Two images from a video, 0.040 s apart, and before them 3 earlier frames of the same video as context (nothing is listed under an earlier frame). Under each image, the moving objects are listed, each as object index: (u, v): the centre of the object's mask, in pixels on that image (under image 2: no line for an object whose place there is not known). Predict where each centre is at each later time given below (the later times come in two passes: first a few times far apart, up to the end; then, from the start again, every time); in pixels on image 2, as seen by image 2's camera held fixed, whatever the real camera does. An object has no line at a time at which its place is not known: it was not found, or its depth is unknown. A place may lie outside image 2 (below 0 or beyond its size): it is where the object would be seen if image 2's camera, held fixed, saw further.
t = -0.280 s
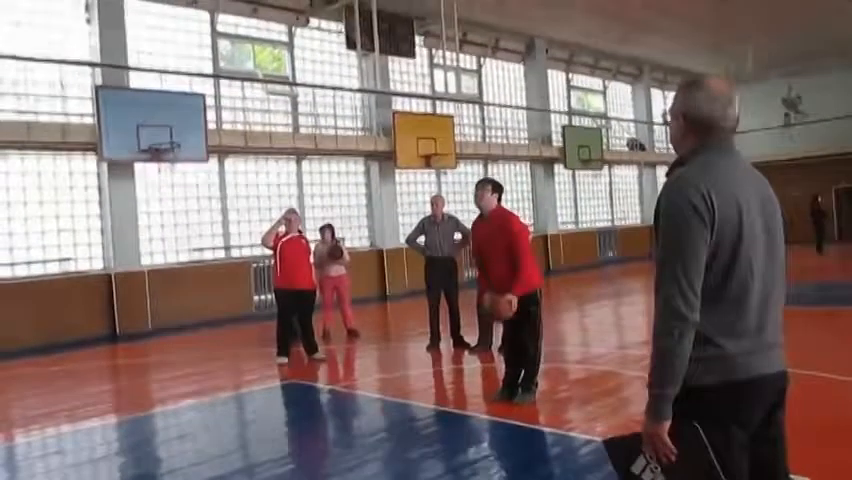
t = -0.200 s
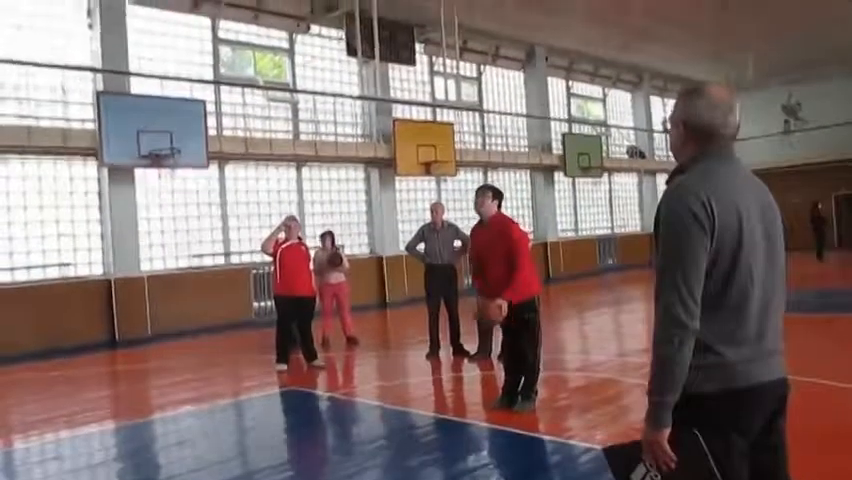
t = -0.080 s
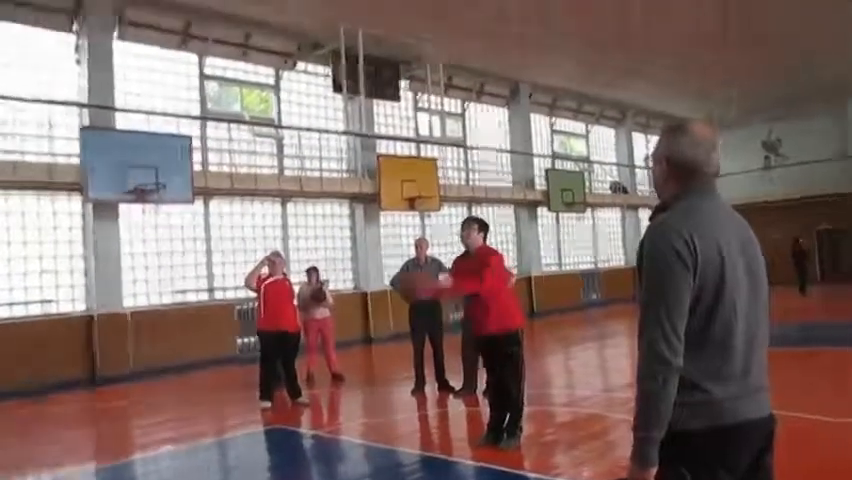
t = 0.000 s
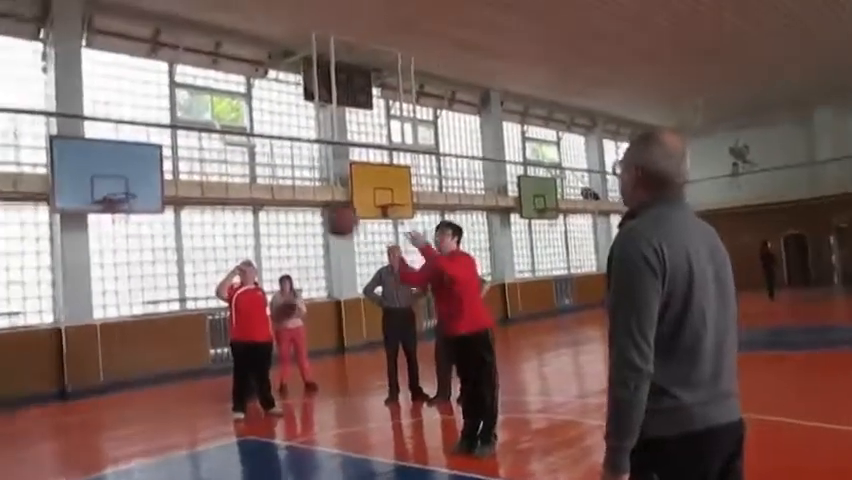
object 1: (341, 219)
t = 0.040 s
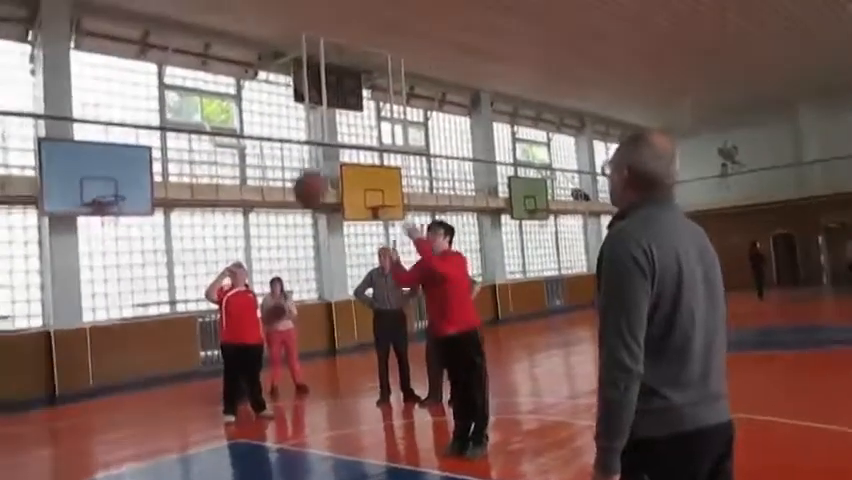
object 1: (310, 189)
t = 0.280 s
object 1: (164, 9)
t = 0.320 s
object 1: (130, -16)
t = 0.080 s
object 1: (286, 154)
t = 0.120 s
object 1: (262, 121)
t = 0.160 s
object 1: (237, 88)
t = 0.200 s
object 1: (212, 61)
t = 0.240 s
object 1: (186, 36)
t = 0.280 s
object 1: (164, 9)
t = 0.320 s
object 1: (130, -16)
